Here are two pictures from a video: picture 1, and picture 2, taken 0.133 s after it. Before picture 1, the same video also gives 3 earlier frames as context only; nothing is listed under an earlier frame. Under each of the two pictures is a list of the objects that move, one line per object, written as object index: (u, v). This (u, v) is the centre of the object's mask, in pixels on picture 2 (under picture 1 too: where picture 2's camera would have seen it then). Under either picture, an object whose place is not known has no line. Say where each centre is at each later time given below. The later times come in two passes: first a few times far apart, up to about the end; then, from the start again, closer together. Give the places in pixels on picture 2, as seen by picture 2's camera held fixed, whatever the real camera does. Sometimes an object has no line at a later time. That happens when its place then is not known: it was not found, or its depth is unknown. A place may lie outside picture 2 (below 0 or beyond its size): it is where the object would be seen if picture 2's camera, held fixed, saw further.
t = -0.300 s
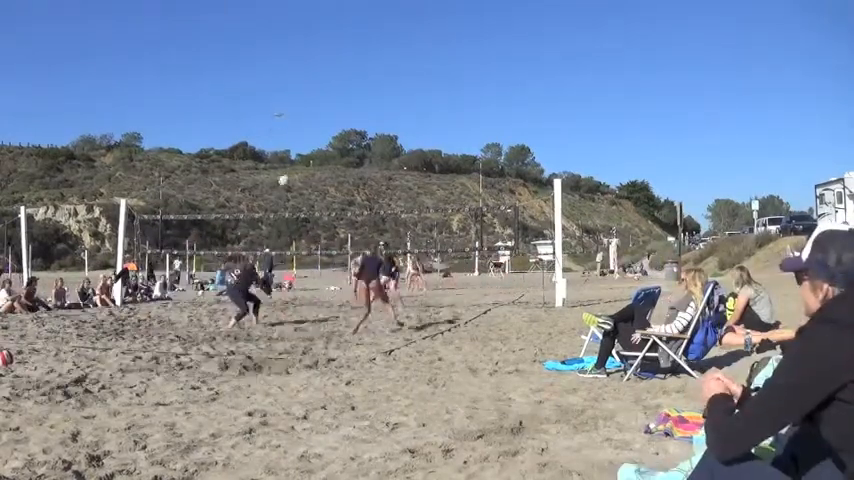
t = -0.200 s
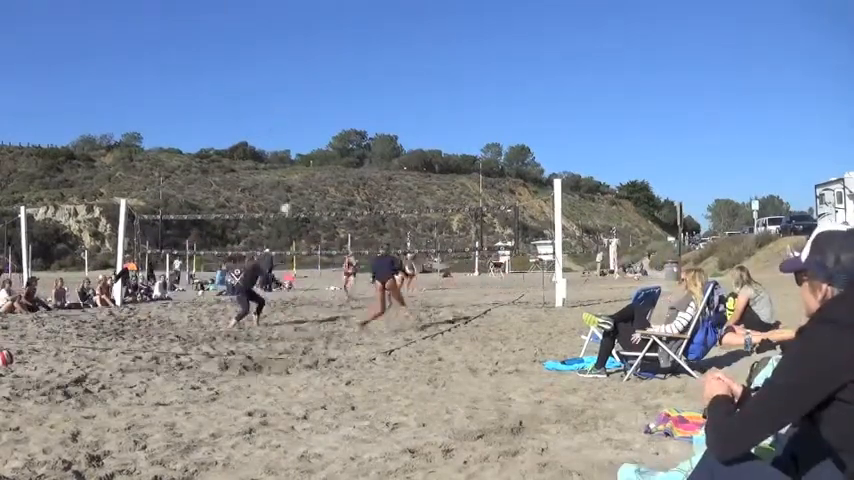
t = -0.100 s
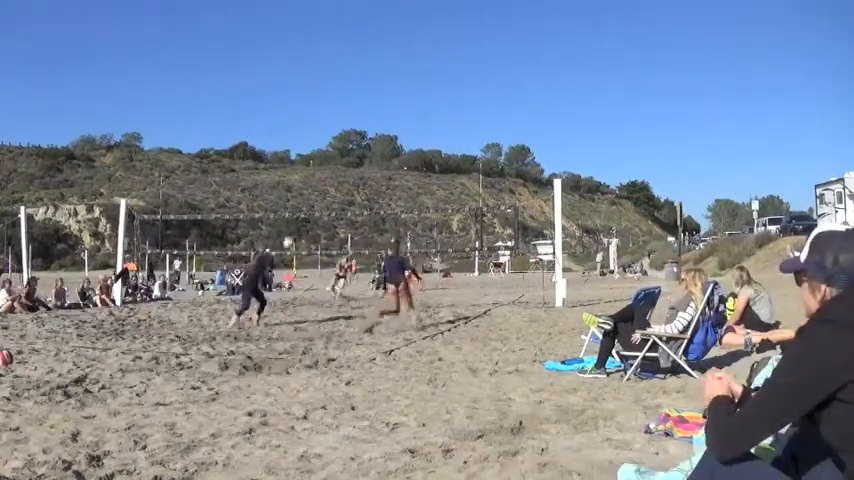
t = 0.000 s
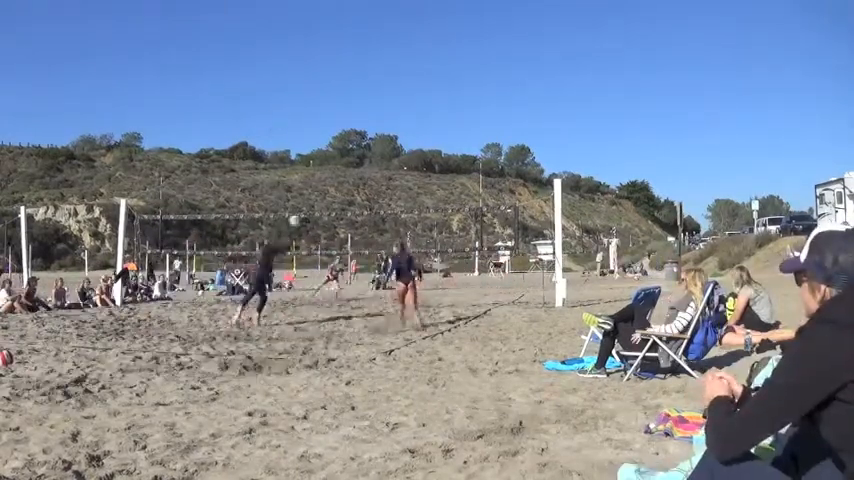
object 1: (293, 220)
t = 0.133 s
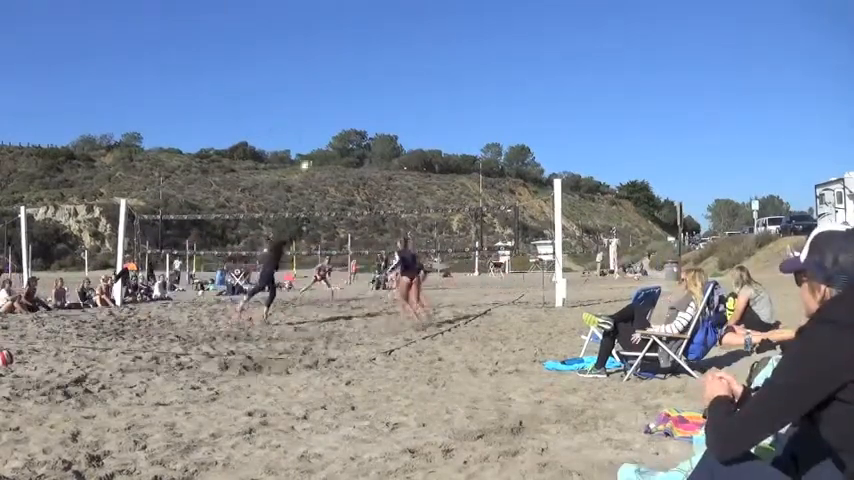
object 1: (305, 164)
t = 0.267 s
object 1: (318, 123)
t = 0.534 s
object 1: (340, 65)
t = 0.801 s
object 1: (362, 48)
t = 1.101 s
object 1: (386, 65)
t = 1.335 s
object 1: (404, 107)
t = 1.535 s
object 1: (419, 161)
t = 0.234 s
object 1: (315, 132)
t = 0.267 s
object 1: (318, 123)
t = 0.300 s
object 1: (321, 113)
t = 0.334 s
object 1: (323, 105)
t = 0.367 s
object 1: (326, 97)
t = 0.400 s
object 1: (328, 92)
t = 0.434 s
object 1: (332, 84)
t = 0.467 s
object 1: (335, 77)
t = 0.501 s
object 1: (337, 73)
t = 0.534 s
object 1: (340, 65)
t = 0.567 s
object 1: (343, 63)
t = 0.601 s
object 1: (346, 59)
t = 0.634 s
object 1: (349, 55)
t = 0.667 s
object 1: (351, 53)
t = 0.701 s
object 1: (354, 50)
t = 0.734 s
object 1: (357, 49)
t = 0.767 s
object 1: (360, 48)
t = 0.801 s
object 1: (362, 48)
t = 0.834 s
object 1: (365, 47)
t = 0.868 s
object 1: (368, 48)
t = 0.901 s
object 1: (371, 48)
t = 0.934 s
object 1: (373, 50)
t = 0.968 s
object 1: (375, 52)
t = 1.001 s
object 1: (378, 54)
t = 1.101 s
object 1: (386, 65)
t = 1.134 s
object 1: (388, 70)
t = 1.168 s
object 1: (391, 75)
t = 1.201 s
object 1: (393, 80)
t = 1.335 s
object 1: (404, 107)
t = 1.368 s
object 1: (406, 115)
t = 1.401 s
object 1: (409, 123)
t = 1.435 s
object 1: (412, 132)
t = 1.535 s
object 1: (419, 161)
